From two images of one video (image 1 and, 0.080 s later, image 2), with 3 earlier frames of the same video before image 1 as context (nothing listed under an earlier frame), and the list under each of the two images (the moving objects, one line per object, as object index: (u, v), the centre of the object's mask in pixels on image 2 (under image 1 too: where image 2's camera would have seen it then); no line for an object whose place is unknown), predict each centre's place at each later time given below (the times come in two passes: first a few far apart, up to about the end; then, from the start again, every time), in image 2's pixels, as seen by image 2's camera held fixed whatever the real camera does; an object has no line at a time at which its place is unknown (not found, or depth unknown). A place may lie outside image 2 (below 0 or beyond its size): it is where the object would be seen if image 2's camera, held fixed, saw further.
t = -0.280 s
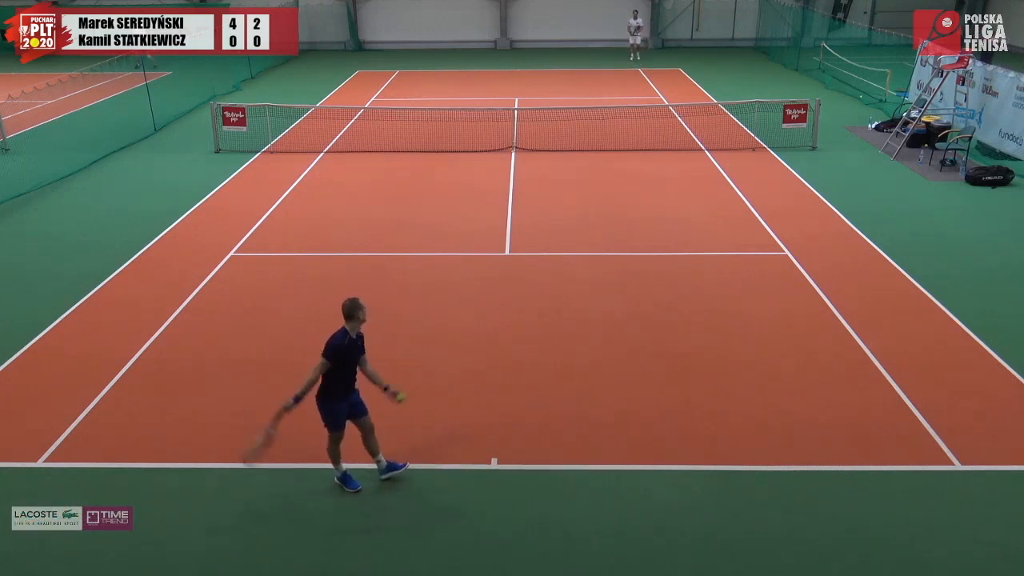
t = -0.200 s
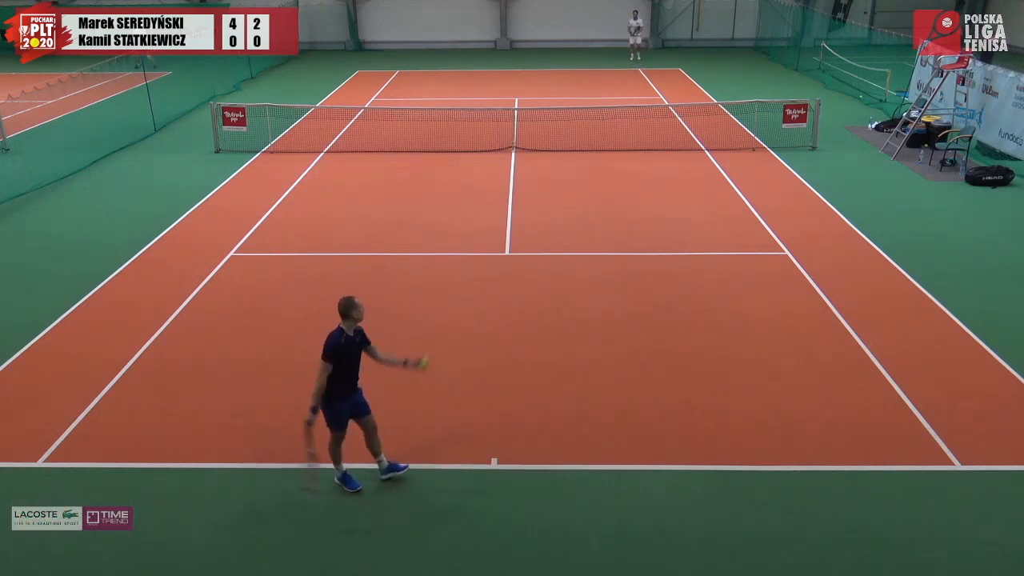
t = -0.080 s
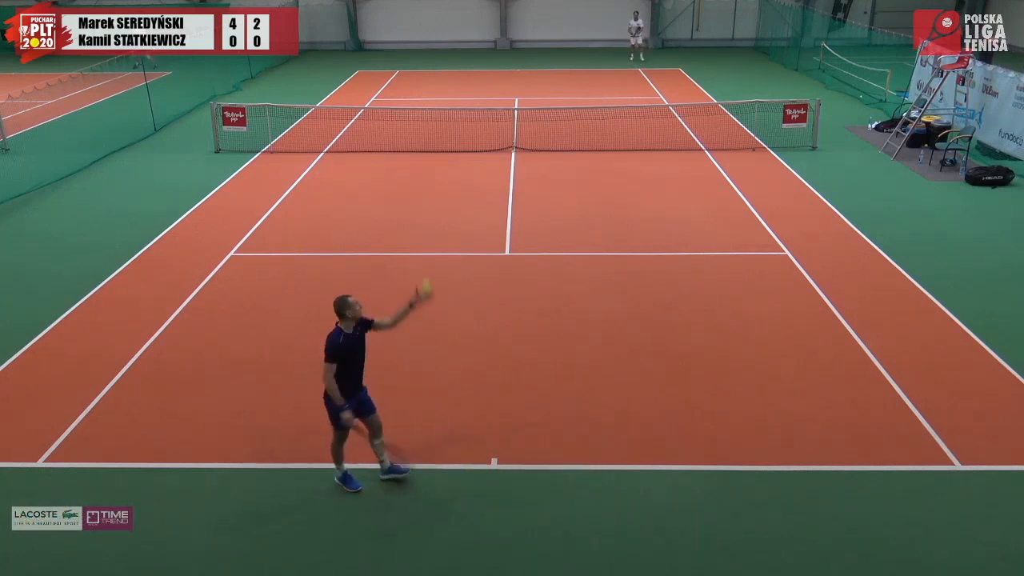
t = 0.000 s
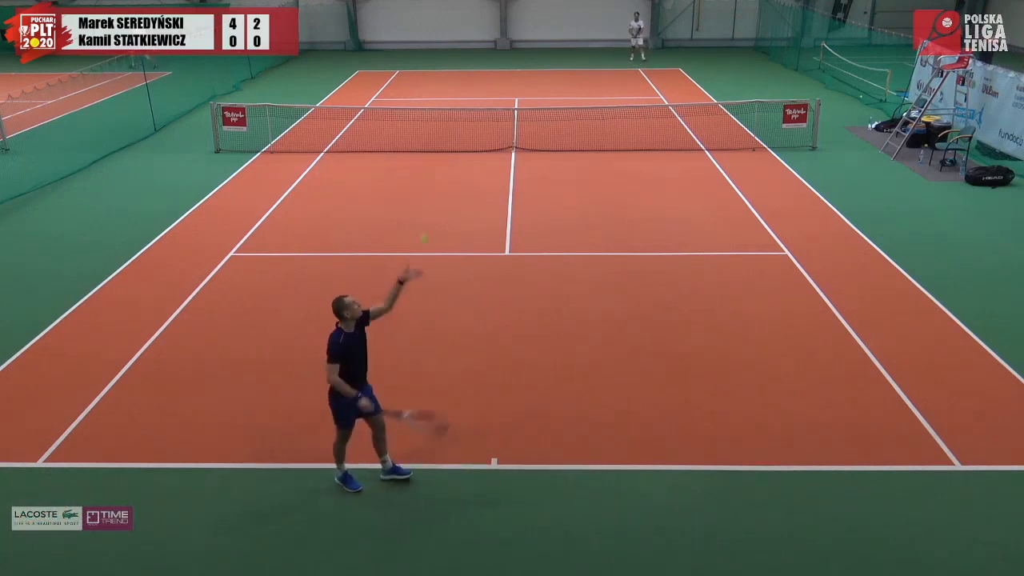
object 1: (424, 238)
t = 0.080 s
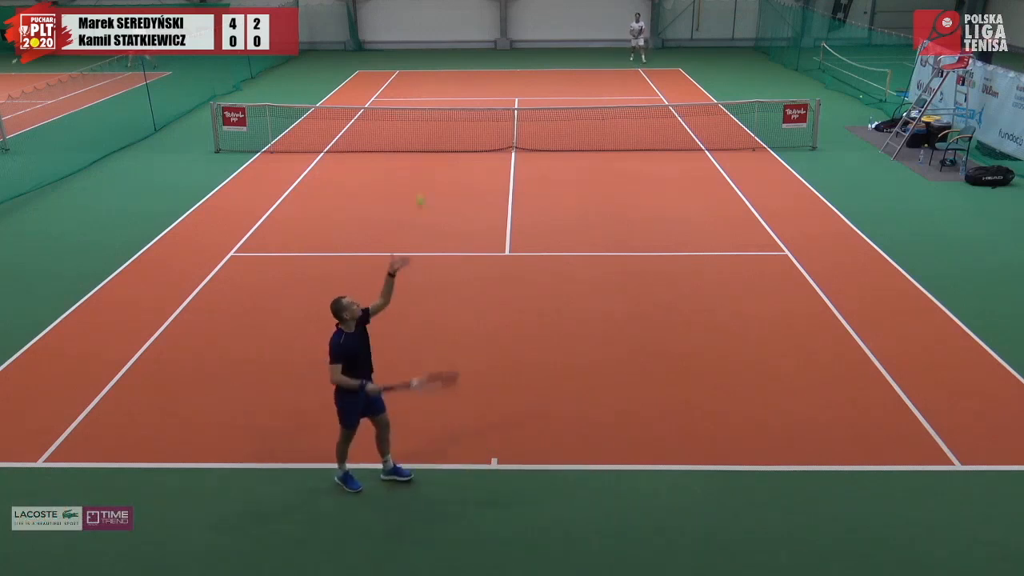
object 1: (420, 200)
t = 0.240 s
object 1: (415, 143)
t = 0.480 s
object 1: (411, 115)
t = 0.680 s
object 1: (410, 146)
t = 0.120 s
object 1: (419, 184)
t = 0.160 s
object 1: (417, 168)
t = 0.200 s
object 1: (416, 155)
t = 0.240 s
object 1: (415, 143)
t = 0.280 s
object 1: (414, 133)
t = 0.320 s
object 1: (414, 125)
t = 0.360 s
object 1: (413, 120)
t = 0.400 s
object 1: (412, 116)
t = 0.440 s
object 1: (411, 114)
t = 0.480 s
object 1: (411, 115)
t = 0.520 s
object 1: (411, 116)
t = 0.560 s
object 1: (411, 121)
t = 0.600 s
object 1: (411, 127)
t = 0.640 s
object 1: (410, 135)
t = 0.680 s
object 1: (410, 146)
